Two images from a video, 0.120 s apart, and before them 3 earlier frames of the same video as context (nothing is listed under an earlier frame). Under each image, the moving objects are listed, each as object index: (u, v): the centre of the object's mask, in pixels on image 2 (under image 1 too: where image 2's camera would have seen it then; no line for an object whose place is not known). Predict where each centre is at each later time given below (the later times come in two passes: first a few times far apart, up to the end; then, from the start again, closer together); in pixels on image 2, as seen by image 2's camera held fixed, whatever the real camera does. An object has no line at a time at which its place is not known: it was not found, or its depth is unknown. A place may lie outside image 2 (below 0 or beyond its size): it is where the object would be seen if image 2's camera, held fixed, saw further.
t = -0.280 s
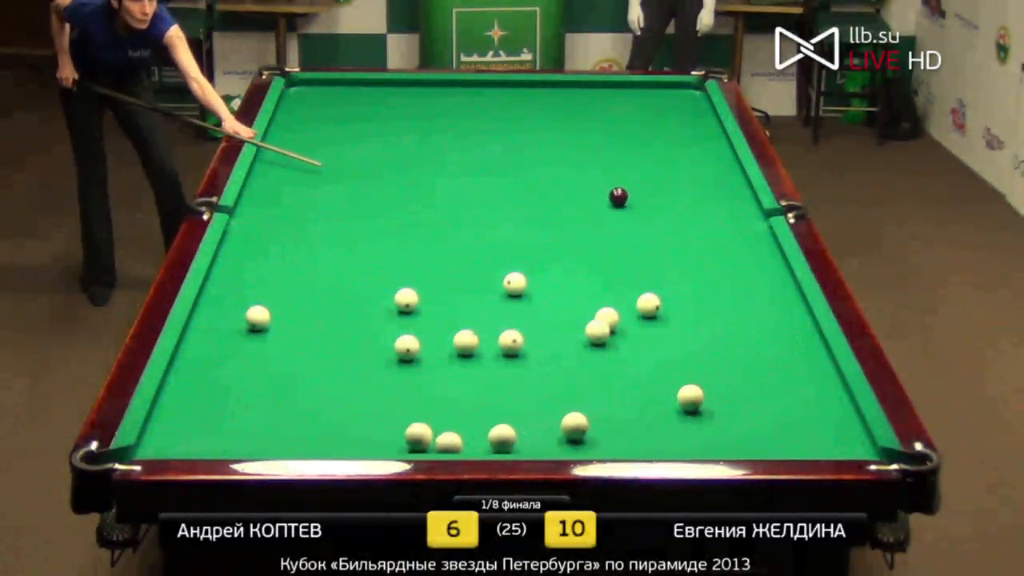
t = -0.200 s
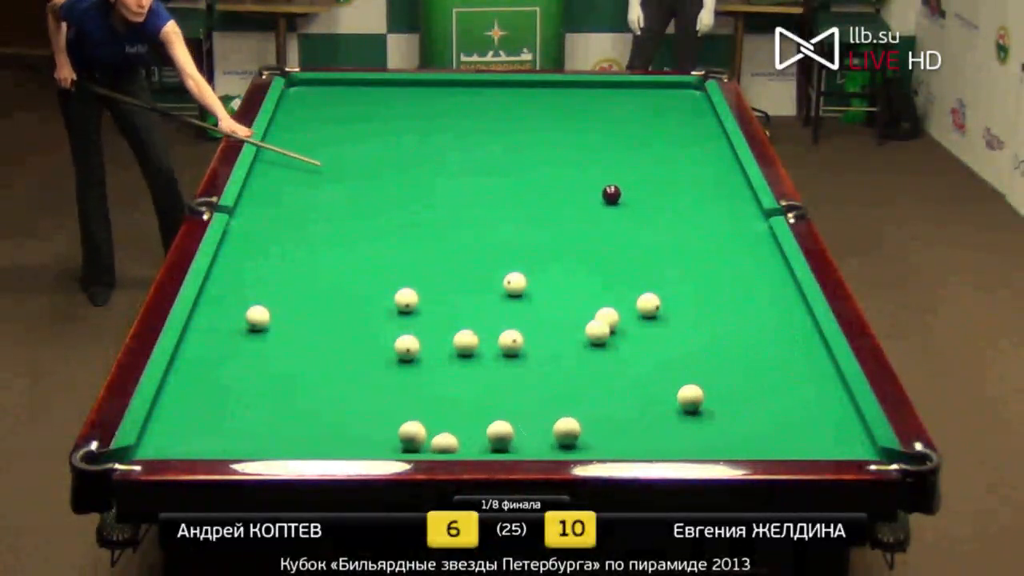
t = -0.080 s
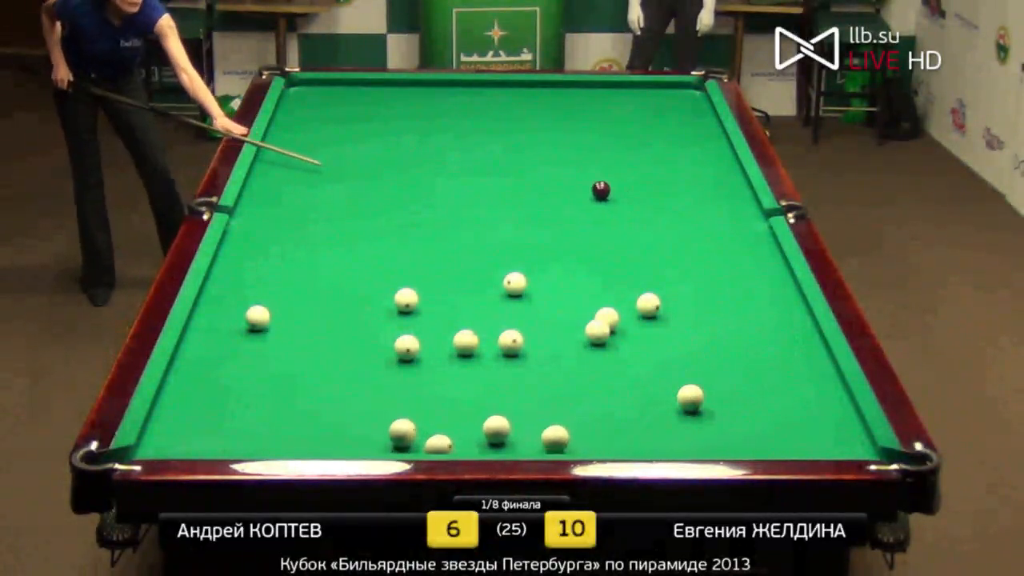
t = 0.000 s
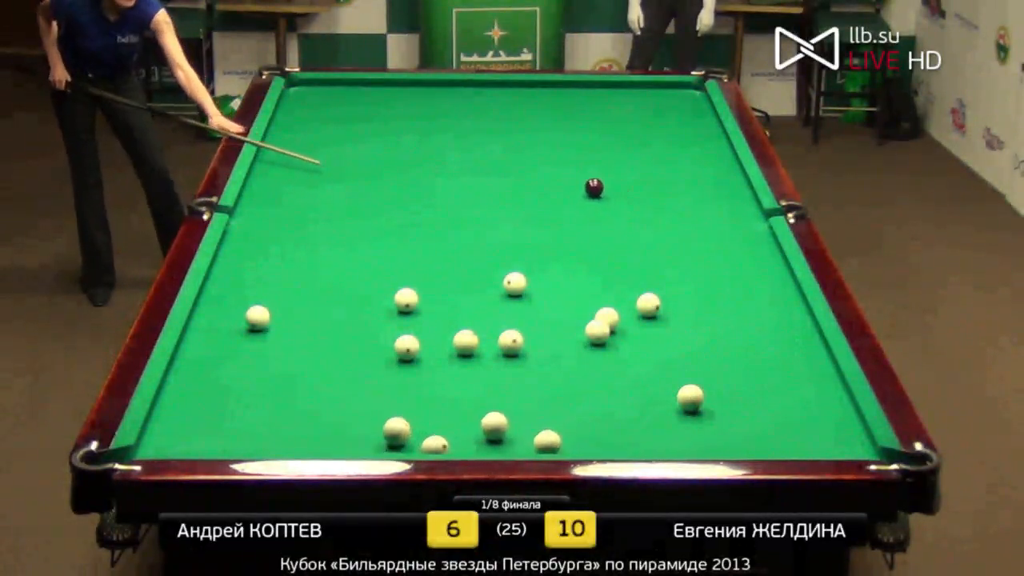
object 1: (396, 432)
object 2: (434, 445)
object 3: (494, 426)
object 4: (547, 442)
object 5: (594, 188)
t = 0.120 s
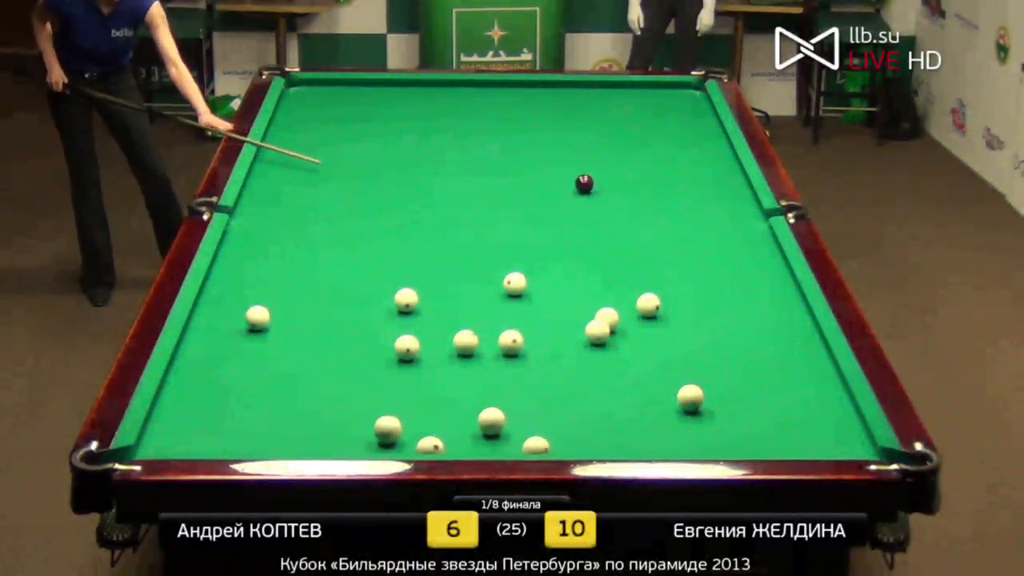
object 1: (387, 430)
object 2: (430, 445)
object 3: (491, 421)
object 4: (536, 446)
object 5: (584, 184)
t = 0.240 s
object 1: (379, 428)
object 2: (427, 445)
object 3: (489, 417)
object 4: (528, 443)
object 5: (574, 180)
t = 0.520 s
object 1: (361, 424)
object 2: (420, 444)
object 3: (483, 407)
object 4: (510, 437)
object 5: (553, 172)
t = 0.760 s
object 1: (347, 420)
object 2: (415, 443)
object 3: (478, 399)
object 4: (496, 430)
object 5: (535, 165)
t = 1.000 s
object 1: (334, 417)
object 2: (412, 443)
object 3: (475, 392)
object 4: (483, 423)
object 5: (519, 159)
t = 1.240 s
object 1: (322, 415)
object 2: (410, 443)
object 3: (471, 386)
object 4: (472, 417)
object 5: (503, 154)
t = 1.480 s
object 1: (311, 413)
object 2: (410, 443)
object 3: (468, 381)
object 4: (461, 411)
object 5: (489, 148)
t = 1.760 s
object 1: (300, 410)
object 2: (410, 443)
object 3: (464, 375)
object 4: (451, 405)
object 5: (473, 143)
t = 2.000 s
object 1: (292, 408)
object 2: (410, 443)
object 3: (462, 371)
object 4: (442, 401)
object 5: (460, 138)
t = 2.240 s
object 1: (286, 407)
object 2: (410, 443)
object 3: (460, 368)
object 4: (434, 397)
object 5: (448, 134)
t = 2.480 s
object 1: (281, 406)
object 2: (410, 443)
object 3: (458, 366)
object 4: (427, 394)
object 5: (437, 130)
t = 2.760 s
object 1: (278, 405)
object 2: (410, 443)
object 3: (456, 363)
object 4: (419, 390)
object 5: (425, 126)
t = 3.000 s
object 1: (276, 404)
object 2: (410, 443)
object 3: (455, 362)
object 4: (414, 388)
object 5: (416, 122)
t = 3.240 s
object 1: (275, 404)
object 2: (410, 443)
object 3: (455, 361)
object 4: (410, 386)
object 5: (407, 119)
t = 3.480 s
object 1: (275, 404)
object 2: (410, 443)
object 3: (454, 361)
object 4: (406, 385)
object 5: (399, 116)
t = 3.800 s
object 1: (275, 404)
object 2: (410, 443)
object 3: (454, 361)
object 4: (403, 384)
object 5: (388, 113)
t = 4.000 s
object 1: (275, 404)
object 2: (410, 443)
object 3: (454, 361)
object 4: (402, 384)
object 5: (383, 110)
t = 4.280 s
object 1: (275, 404)
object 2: (410, 443)
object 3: (454, 361)
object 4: (402, 385)
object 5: (375, 108)
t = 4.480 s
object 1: (275, 404)
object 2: (410, 443)
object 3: (454, 361)
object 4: (402, 385)
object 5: (371, 106)
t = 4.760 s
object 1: (275, 404)
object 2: (410, 443)
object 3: (454, 361)
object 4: (402, 385)
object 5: (364, 104)
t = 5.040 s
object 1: (275, 404)
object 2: (410, 443)
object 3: (454, 361)
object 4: (402, 385)
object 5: (359, 102)
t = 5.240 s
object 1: (275, 404)
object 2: (410, 443)
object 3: (454, 361)
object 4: (402, 384)
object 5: (356, 101)
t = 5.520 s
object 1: (275, 404)
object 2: (410, 443)
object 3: (454, 361)
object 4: (402, 384)
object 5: (352, 99)
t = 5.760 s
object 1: (275, 404)
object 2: (410, 443)
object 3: (454, 361)
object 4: (402, 384)
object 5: (349, 98)
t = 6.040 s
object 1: (275, 404)
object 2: (410, 443)
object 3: (454, 361)
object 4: (402, 384)
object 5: (347, 98)
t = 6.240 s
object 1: (275, 404)
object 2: (410, 443)
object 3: (454, 361)
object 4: (402, 384)
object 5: (346, 97)
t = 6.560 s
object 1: (275, 404)
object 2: (410, 443)
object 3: (454, 361)
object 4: (402, 384)
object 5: (345, 97)
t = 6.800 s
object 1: (275, 404)
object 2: (410, 443)
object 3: (454, 361)
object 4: (402, 384)
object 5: (345, 97)
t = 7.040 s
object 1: (275, 404)
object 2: (410, 443)
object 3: (454, 361)
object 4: (402, 384)
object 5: (345, 97)
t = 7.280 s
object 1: (275, 404)
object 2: (410, 443)
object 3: (454, 361)
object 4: (402, 384)
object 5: (345, 97)
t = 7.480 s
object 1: (275, 404)
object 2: (410, 443)
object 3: (454, 361)
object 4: (402, 384)
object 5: (345, 96)
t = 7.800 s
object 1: (275, 404)
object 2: (410, 443)
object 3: (454, 361)
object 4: (402, 385)
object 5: (345, 96)
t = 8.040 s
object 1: (275, 404)
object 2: (410, 443)
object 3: (454, 361)
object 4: (402, 384)
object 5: (345, 96)
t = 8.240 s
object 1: (275, 404)
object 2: (410, 443)
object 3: (454, 361)
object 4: (402, 385)
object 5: (345, 96)
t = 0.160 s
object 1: (385, 429)
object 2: (429, 445)
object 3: (490, 420)
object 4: (533, 445)
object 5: (581, 183)
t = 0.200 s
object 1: (382, 428)
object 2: (428, 445)
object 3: (489, 418)
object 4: (530, 444)
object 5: (578, 181)
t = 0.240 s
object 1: (379, 428)
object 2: (427, 445)
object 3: (489, 417)
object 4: (528, 443)
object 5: (574, 180)
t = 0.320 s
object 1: (374, 426)
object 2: (424, 445)
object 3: (487, 414)
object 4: (523, 441)
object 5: (568, 178)
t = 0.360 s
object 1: (371, 426)
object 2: (423, 444)
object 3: (486, 412)
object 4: (520, 441)
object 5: (565, 177)
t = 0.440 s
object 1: (366, 425)
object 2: (421, 444)
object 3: (484, 410)
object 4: (515, 439)
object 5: (559, 174)
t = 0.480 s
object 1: (363, 424)
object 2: (420, 444)
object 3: (483, 408)
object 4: (512, 438)
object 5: (556, 173)
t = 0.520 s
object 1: (361, 424)
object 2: (420, 444)
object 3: (483, 407)
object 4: (510, 437)
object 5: (553, 172)
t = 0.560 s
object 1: (358, 423)
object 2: (419, 444)
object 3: (482, 406)
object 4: (508, 436)
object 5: (550, 171)
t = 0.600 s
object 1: (356, 422)
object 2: (418, 444)
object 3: (481, 405)
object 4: (505, 435)
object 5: (547, 170)
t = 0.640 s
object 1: (354, 421)
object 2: (417, 444)
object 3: (480, 403)
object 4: (503, 434)
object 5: (544, 169)
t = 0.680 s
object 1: (351, 421)
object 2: (417, 444)
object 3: (480, 402)
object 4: (501, 432)
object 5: (541, 168)
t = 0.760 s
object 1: (347, 420)
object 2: (415, 443)
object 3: (478, 399)
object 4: (496, 430)
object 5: (535, 165)
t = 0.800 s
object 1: (345, 419)
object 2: (415, 443)
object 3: (477, 398)
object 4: (494, 429)
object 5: (533, 164)
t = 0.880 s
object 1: (340, 418)
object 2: (414, 443)
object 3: (476, 396)
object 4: (489, 426)
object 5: (527, 163)
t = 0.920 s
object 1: (338, 418)
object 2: (413, 443)
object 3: (476, 395)
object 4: (487, 425)
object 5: (524, 161)
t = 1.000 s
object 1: (334, 417)
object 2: (412, 443)
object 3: (475, 392)
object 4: (483, 423)
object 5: (519, 159)
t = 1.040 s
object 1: (331, 416)
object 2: (411, 443)
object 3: (474, 391)
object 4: (481, 422)
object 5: (516, 158)
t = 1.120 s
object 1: (328, 416)
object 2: (411, 443)
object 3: (473, 389)
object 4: (477, 420)
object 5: (511, 157)
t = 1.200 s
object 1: (324, 415)
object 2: (410, 443)
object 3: (472, 388)
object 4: (474, 417)
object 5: (506, 155)
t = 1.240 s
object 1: (322, 415)
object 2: (410, 443)
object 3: (471, 386)
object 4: (472, 417)
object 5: (503, 154)
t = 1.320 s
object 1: (318, 414)
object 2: (410, 443)
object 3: (470, 384)
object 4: (468, 414)
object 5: (498, 152)
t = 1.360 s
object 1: (316, 413)
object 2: (410, 443)
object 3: (469, 384)
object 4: (466, 413)
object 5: (496, 151)
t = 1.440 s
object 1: (313, 413)
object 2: (410, 443)
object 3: (468, 381)
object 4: (463, 411)
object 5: (491, 149)
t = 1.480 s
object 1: (311, 413)
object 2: (410, 443)
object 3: (468, 381)
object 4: (461, 411)
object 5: (489, 148)
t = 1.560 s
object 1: (308, 412)
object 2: (410, 443)
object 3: (467, 379)
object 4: (458, 409)
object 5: (484, 147)
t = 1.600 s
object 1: (306, 411)
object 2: (410, 443)
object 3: (466, 378)
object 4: (457, 408)
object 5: (482, 146)
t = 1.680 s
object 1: (303, 411)
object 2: (410, 443)
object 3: (465, 377)
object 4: (454, 406)
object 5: (477, 144)
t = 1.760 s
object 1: (300, 410)
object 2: (410, 443)
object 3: (464, 375)
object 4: (451, 405)
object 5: (473, 143)
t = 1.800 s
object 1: (299, 410)
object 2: (410, 443)
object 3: (464, 374)
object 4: (449, 404)
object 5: (471, 142)
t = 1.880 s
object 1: (296, 409)
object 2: (410, 443)
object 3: (463, 373)
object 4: (446, 403)
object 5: (466, 140)
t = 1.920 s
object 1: (295, 409)
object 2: (410, 443)
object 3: (463, 373)
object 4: (445, 402)
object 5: (464, 140)
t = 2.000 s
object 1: (292, 408)
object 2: (410, 443)
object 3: (462, 371)
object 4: (442, 401)
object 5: (460, 138)
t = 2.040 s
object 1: (291, 408)
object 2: (410, 443)
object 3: (461, 371)
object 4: (441, 400)
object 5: (458, 137)
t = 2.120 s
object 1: (289, 407)
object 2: (410, 443)
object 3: (461, 370)
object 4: (438, 399)
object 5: (454, 136)
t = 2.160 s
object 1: (288, 407)
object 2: (410, 443)
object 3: (461, 369)
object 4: (437, 398)
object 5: (452, 135)
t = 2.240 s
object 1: (286, 407)
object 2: (410, 443)
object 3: (460, 368)
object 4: (434, 397)
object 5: (448, 134)
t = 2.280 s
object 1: (285, 407)
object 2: (410, 443)
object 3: (460, 368)
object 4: (433, 397)
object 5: (446, 133)
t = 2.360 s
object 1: (283, 406)
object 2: (410, 443)
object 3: (459, 367)
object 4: (430, 395)
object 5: (443, 132)
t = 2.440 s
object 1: (282, 406)
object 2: (410, 443)
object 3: (459, 366)
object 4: (428, 394)
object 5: (439, 130)
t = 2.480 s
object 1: (281, 406)
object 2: (410, 443)
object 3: (458, 366)
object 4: (427, 394)
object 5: (437, 130)
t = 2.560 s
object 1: (280, 405)
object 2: (410, 443)
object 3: (458, 365)
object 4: (425, 393)
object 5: (434, 129)
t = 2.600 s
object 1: (280, 405)
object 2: (410, 443)
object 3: (458, 364)
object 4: (423, 392)
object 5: (432, 128)
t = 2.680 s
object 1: (278, 405)
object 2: (410, 443)
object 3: (457, 364)
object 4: (422, 391)
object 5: (429, 127)
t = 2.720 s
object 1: (278, 405)
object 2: (410, 443)
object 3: (457, 364)
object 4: (420, 391)
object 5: (427, 126)
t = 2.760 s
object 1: (278, 405)
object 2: (410, 443)
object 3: (456, 363)
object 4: (419, 390)
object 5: (425, 126)
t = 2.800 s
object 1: (277, 405)
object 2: (410, 443)
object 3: (457, 363)
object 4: (419, 390)
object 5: (423, 124)
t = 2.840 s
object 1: (277, 405)
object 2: (410, 443)
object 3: (456, 363)
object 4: (417, 389)
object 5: (422, 124)
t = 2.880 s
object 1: (277, 404)
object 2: (410, 443)
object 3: (456, 363)
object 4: (417, 389)
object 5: (420, 124)
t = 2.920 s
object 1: (277, 404)
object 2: (410, 443)
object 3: (456, 363)
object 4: (416, 389)
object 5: (419, 123)
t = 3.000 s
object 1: (276, 404)
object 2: (410, 443)
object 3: (455, 362)
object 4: (414, 388)
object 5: (416, 122)
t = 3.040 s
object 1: (276, 404)
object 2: (410, 443)
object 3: (455, 362)
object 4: (413, 388)
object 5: (414, 122)
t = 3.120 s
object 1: (276, 404)
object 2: (410, 443)
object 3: (455, 362)
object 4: (412, 387)
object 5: (411, 120)
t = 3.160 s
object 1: (276, 404)
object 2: (410, 443)
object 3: (455, 362)
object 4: (411, 387)
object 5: (410, 120)
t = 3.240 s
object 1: (275, 404)
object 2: (410, 443)
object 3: (455, 361)
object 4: (410, 386)
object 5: (407, 119)
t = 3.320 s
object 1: (275, 404)
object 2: (410, 443)
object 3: (455, 361)
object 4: (408, 386)
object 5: (404, 118)
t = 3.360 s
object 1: (275, 404)
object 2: (410, 443)
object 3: (454, 361)
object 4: (407, 386)
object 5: (403, 117)
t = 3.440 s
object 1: (275, 404)
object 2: (410, 443)
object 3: (454, 361)
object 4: (406, 385)
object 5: (400, 116)
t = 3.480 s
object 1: (275, 404)
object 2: (410, 443)
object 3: (454, 361)
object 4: (406, 385)
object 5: (399, 116)
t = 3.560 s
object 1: (275, 404)
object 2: (410, 443)
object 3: (454, 361)
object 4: (405, 385)
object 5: (396, 115)
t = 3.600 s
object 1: (275, 404)
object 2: (410, 443)
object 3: (454, 361)
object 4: (404, 385)
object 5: (395, 115)
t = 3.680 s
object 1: (275, 404)
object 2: (410, 443)
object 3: (454, 361)
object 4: (403, 384)
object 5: (392, 114)
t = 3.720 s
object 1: (275, 404)
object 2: (410, 443)
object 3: (454, 361)
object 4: (403, 384)
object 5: (391, 113)
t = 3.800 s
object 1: (275, 404)
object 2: (410, 443)
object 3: (454, 361)
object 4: (403, 384)
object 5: (388, 113)
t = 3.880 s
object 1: (275, 404)
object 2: (410, 443)
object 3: (454, 361)
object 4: (402, 384)
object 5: (386, 112)
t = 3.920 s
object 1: (275, 404)
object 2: (410, 443)
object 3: (454, 361)
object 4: (402, 384)
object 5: (385, 111)
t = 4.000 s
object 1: (275, 404)
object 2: (410, 443)
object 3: (454, 361)
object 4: (402, 384)
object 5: (383, 110)
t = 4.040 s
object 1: (275, 404)
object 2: (410, 443)
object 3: (454, 361)
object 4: (402, 384)
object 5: (382, 110)
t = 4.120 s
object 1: (275, 404)
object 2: (410, 443)
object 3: (454, 361)
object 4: (402, 384)
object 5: (380, 109)
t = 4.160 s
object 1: (275, 405)
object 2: (410, 443)
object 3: (454, 361)
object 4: (402, 385)
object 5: (378, 109)
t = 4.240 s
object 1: (275, 404)
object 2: (410, 443)
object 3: (454, 361)
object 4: (402, 385)
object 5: (377, 108)
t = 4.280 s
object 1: (275, 404)
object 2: (410, 443)
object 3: (454, 361)
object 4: (402, 385)
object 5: (375, 108)
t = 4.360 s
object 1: (275, 404)
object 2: (410, 443)
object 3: (454, 361)
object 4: (402, 385)
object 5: (374, 107)
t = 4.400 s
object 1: (275, 404)
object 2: (410, 443)
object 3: (454, 361)
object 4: (402, 385)
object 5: (372, 107)
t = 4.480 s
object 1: (275, 404)
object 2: (410, 443)
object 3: (454, 361)
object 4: (402, 385)
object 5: (371, 106)
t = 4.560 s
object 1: (275, 404)
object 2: (410, 443)
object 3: (454, 361)
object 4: (402, 385)
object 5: (369, 106)
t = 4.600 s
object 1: (275, 404)
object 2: (410, 443)
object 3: (454, 361)
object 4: (402, 385)
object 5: (368, 105)
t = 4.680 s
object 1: (275, 404)
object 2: (410, 443)
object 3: (454, 361)
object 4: (402, 385)
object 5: (366, 104)
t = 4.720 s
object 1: (275, 404)
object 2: (410, 443)
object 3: (454, 361)
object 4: (402, 384)
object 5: (365, 104)
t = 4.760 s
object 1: (275, 404)
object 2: (410, 443)
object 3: (454, 361)
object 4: (402, 385)
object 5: (364, 104)
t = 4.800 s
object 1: (275, 404)
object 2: (410, 443)
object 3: (454, 361)
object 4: (402, 385)
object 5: (364, 103)
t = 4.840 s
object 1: (275, 404)
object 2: (410, 443)
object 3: (454, 361)
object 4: (402, 384)
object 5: (363, 103)
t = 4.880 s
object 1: (275, 404)
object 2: (410, 443)
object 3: (454, 361)
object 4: (402, 384)
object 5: (362, 103)
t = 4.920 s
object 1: (275, 404)
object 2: (410, 443)
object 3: (454, 361)
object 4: (402, 384)
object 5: (361, 103)
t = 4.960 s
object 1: (275, 404)
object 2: (410, 443)
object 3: (454, 361)
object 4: (402, 384)
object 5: (361, 102)
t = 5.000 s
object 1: (275, 404)
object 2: (410, 443)
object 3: (454, 361)
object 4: (402, 385)
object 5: (360, 102)
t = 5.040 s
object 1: (275, 404)
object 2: (410, 443)
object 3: (454, 361)
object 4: (402, 385)
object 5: (359, 102)
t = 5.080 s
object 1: (275, 404)
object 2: (410, 443)
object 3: (454, 361)
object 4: (402, 384)
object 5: (358, 102)
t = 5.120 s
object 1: (275, 404)
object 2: (410, 443)
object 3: (454, 361)
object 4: (402, 384)
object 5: (358, 102)
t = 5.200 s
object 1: (275, 404)
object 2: (410, 442)
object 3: (454, 361)
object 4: (402, 384)
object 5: (357, 101)
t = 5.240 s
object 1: (275, 404)
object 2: (410, 443)
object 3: (454, 361)
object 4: (402, 384)
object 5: (356, 101)
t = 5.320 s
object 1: (275, 404)
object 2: (410, 443)
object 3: (454, 361)
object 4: (402, 384)
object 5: (355, 100)
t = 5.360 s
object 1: (275, 404)
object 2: (410, 443)
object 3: (454, 361)
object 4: (402, 384)
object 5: (354, 100)
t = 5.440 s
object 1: (275, 404)
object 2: (410, 443)
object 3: (454, 361)
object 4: (402, 384)
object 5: (353, 100)
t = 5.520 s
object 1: (275, 404)
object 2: (410, 443)
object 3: (454, 361)
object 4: (402, 384)
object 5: (352, 99)
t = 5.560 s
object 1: (275, 404)
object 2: (410, 443)
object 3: (454, 361)
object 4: (402, 384)
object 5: (351, 99)
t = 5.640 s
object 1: (275, 404)
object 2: (410, 443)
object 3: (454, 361)
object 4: (402, 384)
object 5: (351, 99)
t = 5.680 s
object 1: (275, 404)
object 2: (410, 443)
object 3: (454, 361)
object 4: (402, 384)
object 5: (350, 99)
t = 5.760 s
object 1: (275, 404)
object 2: (410, 443)
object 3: (454, 361)
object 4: (402, 384)
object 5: (349, 98)
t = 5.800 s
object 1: (275, 404)
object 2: (410, 443)
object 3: (454, 361)
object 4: (402, 384)
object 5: (349, 98)
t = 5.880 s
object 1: (275, 404)
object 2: (410, 443)
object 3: (454, 361)
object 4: (402, 384)
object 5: (348, 98)
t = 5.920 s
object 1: (275, 404)
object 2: (410, 443)
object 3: (454, 361)
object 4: (402, 384)
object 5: (348, 98)
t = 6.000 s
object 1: (275, 404)
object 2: (410, 443)
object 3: (454, 361)
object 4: (402, 384)
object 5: (347, 98)
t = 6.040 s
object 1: (275, 404)
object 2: (410, 443)
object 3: (454, 361)
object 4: (402, 384)
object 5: (347, 98)
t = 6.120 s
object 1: (275, 404)
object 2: (410, 443)
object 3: (454, 361)
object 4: (402, 384)
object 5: (346, 98)
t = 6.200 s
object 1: (275, 404)
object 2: (410, 443)
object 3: (454, 361)
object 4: (402, 384)
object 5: (346, 97)
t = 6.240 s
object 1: (275, 404)
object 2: (410, 443)
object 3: (454, 361)
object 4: (402, 384)
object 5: (346, 97)
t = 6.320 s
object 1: (275, 404)
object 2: (410, 443)
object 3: (454, 361)
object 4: (402, 384)
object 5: (345, 97)
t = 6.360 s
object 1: (275, 404)
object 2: (410, 443)
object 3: (454, 361)
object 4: (402, 384)
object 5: (345, 97)
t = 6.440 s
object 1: (275, 404)
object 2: (410, 443)
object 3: (454, 361)
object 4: (402, 384)
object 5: (345, 97)
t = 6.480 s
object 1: (275, 404)
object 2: (410, 443)
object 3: (454, 361)
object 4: (402, 384)
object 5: (345, 97)
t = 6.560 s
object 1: (275, 404)
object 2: (410, 443)
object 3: (454, 361)
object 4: (402, 384)
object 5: (345, 97)
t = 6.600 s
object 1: (275, 404)
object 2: (410, 443)
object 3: (454, 361)
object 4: (402, 384)
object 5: (345, 97)
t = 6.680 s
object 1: (275, 404)
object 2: (410, 443)
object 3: (454, 361)
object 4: (402, 384)
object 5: (345, 97)
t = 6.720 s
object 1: (275, 404)
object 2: (410, 443)
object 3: (454, 361)
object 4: (402, 384)
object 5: (345, 97)
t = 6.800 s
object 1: (275, 404)
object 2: (410, 443)
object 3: (454, 361)
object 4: (402, 384)
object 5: (345, 97)
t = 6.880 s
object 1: (275, 404)
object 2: (410, 443)
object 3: (454, 361)
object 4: (402, 384)
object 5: (345, 97)
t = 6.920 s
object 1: (275, 404)
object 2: (410, 443)
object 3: (454, 361)
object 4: (402, 384)
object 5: (345, 97)
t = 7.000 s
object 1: (275, 404)
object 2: (410, 443)
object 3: (454, 361)
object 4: (402, 384)
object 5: (345, 97)
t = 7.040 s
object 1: (275, 404)
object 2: (410, 443)
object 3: (454, 361)
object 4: (402, 384)
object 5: (345, 97)
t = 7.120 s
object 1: (275, 404)
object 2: (410, 443)
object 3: (454, 361)
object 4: (402, 384)
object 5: (345, 97)
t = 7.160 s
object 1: (275, 404)
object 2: (410, 443)
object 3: (454, 361)
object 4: (402, 384)
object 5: (345, 97)
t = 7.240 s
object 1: (275, 404)
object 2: (410, 443)
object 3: (454, 361)
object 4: (402, 384)
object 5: (345, 96)
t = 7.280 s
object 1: (275, 404)
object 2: (410, 443)
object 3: (454, 361)
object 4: (402, 384)
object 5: (345, 97)
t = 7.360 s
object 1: (275, 404)
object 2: (410, 443)
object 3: (454, 361)
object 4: (402, 385)
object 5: (345, 96)
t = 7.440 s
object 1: (275, 404)
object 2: (410, 443)
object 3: (454, 361)
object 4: (402, 385)
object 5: (345, 96)
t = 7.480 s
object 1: (275, 404)
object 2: (410, 443)
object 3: (454, 361)
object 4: (402, 384)
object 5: (345, 96)
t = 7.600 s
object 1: (275, 404)
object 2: (410, 442)
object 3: (454, 361)
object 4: (402, 384)
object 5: (345, 97)
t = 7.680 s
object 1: (275, 404)
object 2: (410, 443)
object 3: (454, 361)
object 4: (402, 385)
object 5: (345, 96)
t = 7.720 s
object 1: (275, 404)
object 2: (410, 443)
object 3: (454, 361)
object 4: (402, 385)
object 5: (345, 96)
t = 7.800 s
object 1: (275, 404)
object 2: (410, 443)
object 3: (454, 361)
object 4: (402, 385)
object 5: (345, 96)
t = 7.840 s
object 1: (275, 404)
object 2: (410, 443)
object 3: (454, 361)
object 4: (402, 384)
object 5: (345, 96)
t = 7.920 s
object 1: (275, 404)
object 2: (410, 443)
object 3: (454, 361)
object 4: (402, 385)
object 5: (345, 96)
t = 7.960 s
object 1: (275, 404)
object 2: (410, 443)
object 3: (454, 361)
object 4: (402, 385)
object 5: (345, 96)
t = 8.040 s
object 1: (275, 404)
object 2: (410, 443)
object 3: (454, 361)
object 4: (402, 384)
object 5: (345, 96)
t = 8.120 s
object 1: (275, 404)
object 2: (410, 443)
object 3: (454, 361)
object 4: (402, 385)
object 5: (345, 96)
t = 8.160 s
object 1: (275, 404)
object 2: (410, 443)
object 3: (454, 361)
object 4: (402, 385)
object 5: (345, 96)
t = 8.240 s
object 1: (275, 404)
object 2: (410, 443)
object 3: (454, 361)
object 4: (402, 385)
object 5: (345, 96)
